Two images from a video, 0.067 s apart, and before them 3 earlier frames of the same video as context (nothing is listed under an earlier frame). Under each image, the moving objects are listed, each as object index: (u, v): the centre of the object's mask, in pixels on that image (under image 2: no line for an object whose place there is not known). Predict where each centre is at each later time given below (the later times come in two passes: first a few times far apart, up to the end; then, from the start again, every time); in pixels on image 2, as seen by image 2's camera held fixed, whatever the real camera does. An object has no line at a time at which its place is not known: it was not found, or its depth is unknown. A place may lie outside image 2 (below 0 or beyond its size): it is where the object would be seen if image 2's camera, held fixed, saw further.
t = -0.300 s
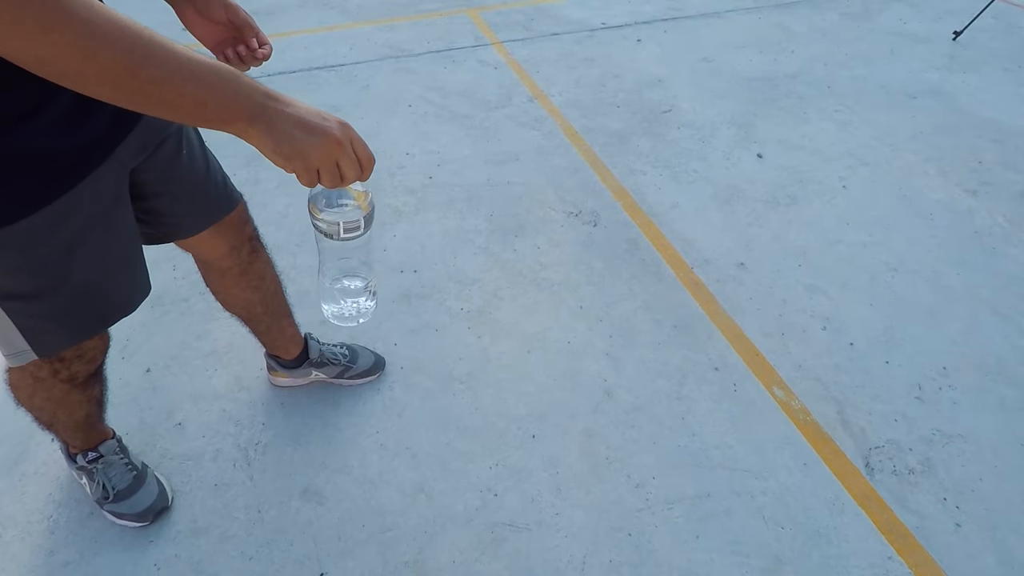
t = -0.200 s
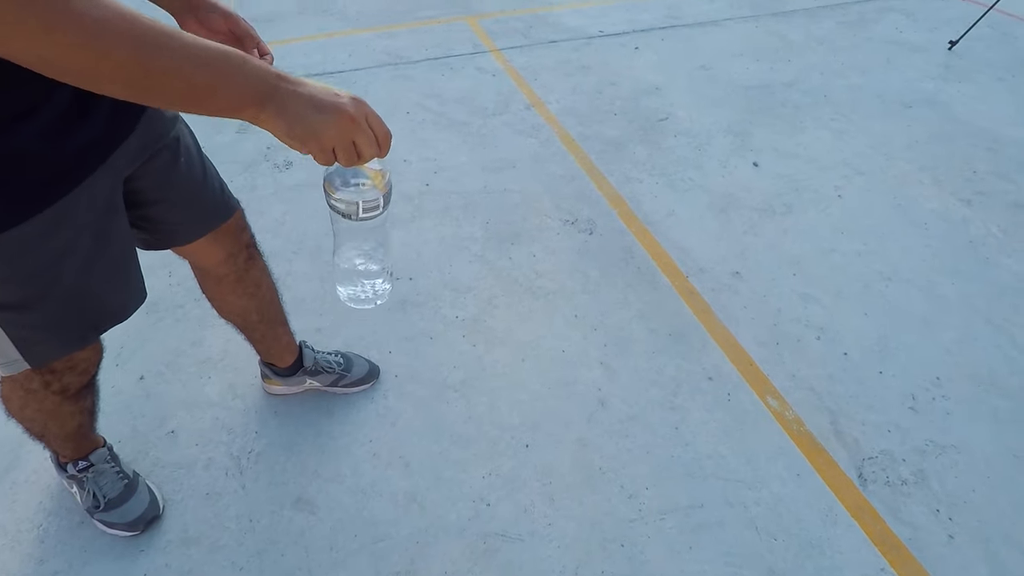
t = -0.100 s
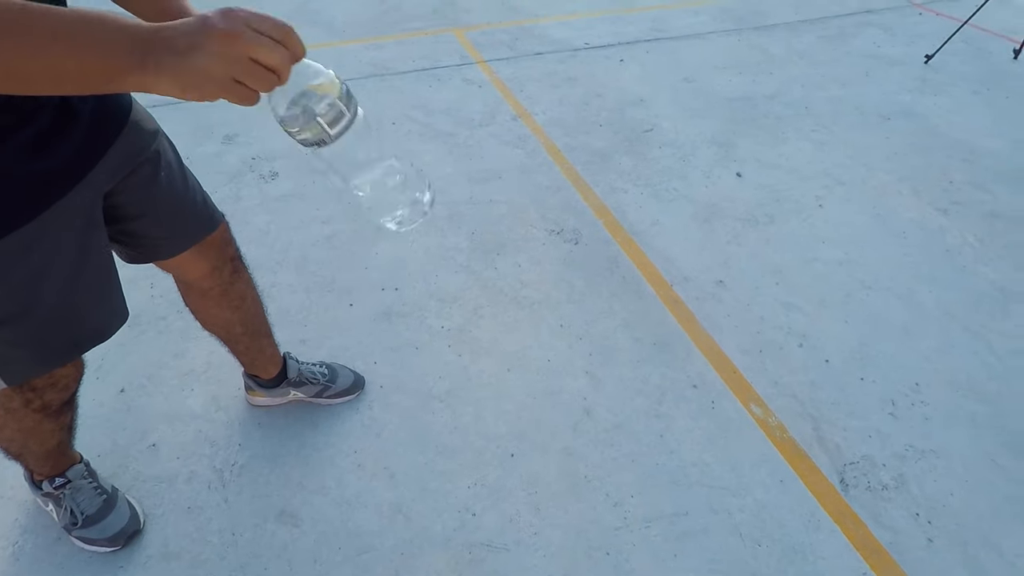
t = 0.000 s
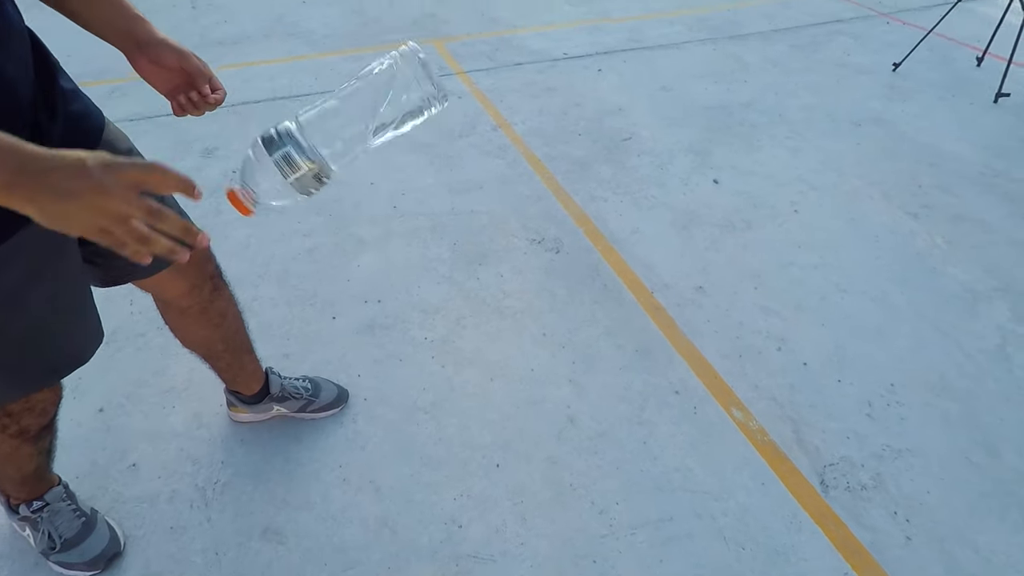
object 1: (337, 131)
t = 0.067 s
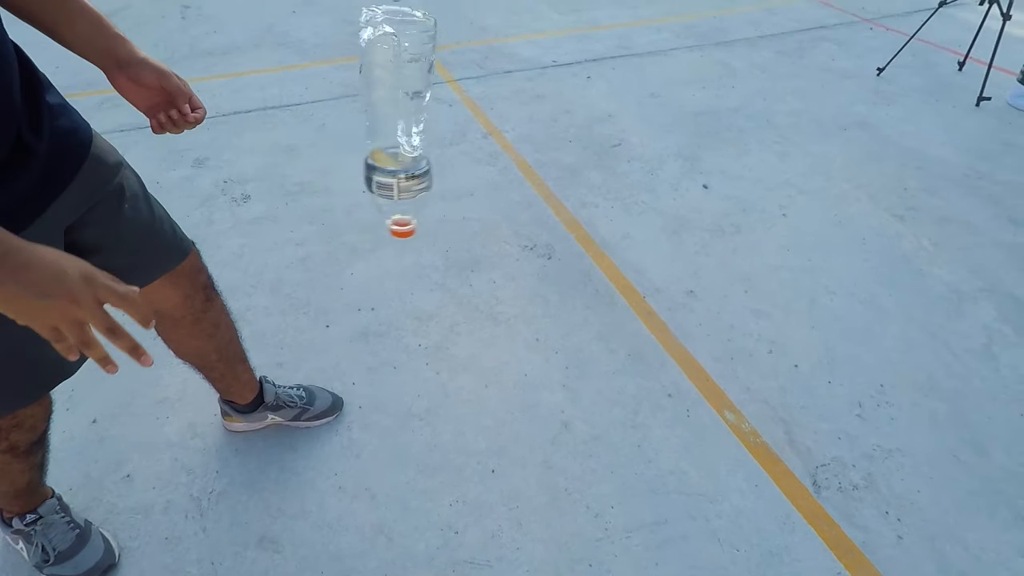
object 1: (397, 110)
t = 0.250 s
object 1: (491, 155)
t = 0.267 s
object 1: (498, 170)
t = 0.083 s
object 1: (408, 98)
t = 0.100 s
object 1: (418, 90)
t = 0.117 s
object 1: (426, 85)
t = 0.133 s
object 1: (430, 87)
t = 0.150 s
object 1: (440, 93)
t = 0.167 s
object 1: (450, 100)
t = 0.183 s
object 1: (458, 108)
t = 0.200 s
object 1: (468, 118)
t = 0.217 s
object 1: (476, 129)
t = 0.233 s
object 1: (484, 141)
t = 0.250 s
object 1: (491, 155)
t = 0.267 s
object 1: (498, 170)
